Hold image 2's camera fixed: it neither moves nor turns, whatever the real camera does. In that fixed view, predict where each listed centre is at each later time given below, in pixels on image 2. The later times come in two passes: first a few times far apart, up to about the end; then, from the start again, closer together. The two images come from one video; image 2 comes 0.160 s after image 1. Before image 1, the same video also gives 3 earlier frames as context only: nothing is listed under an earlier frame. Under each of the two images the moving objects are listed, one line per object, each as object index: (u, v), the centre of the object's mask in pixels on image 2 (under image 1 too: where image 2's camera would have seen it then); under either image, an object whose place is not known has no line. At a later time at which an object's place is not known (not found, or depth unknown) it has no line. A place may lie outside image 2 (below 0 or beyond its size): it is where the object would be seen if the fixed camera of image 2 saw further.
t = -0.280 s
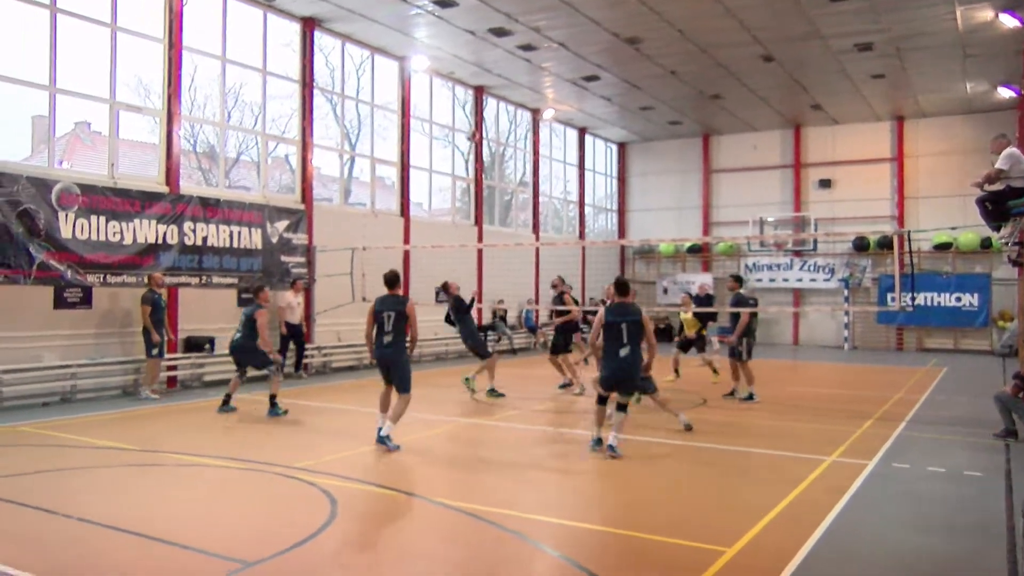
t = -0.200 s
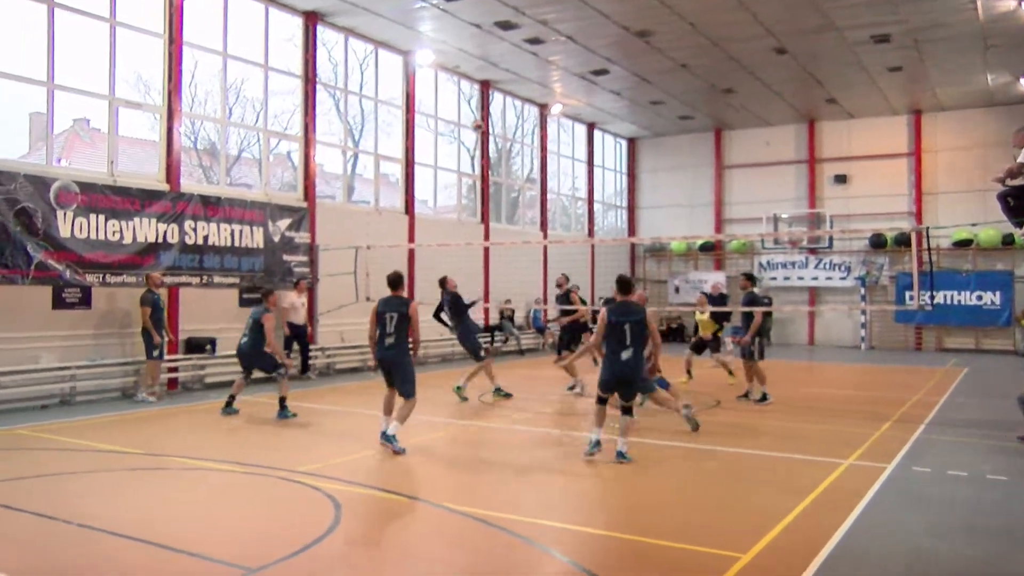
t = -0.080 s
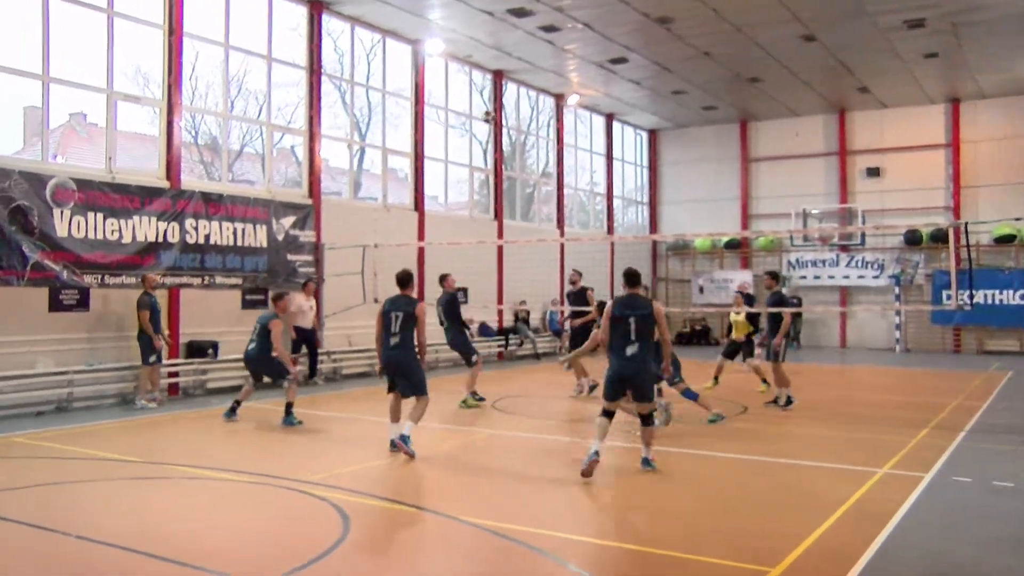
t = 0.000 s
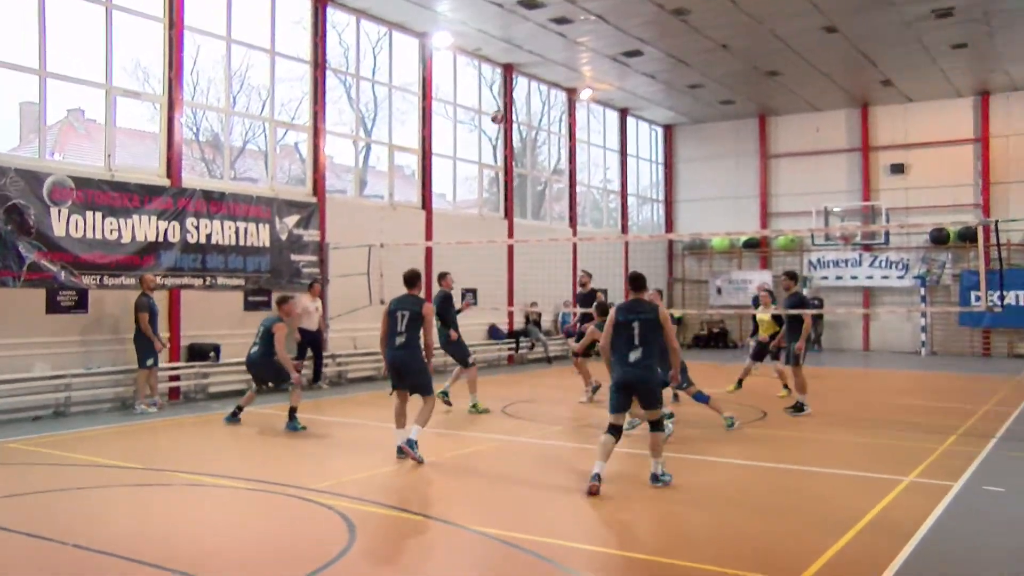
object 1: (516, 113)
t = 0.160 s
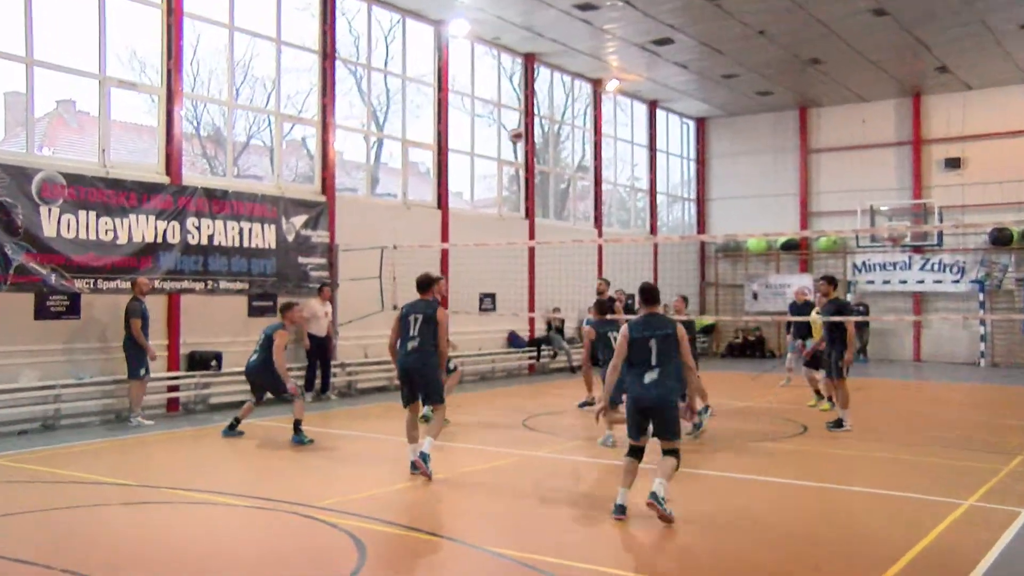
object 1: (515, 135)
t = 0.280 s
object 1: (515, 164)
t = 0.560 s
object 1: (512, 281)
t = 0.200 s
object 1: (515, 144)
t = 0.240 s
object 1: (515, 153)
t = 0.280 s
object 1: (515, 164)
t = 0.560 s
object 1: (512, 281)
